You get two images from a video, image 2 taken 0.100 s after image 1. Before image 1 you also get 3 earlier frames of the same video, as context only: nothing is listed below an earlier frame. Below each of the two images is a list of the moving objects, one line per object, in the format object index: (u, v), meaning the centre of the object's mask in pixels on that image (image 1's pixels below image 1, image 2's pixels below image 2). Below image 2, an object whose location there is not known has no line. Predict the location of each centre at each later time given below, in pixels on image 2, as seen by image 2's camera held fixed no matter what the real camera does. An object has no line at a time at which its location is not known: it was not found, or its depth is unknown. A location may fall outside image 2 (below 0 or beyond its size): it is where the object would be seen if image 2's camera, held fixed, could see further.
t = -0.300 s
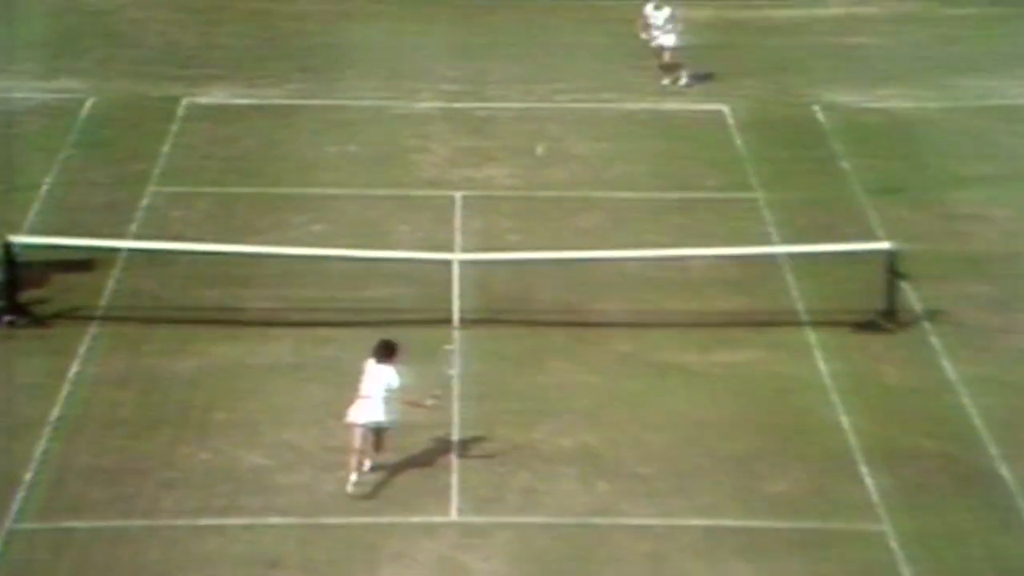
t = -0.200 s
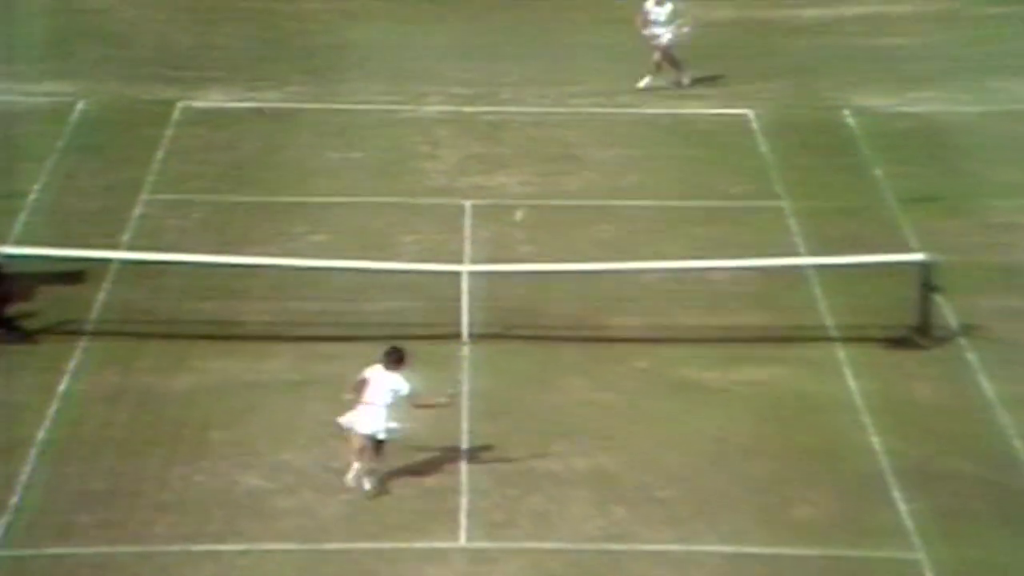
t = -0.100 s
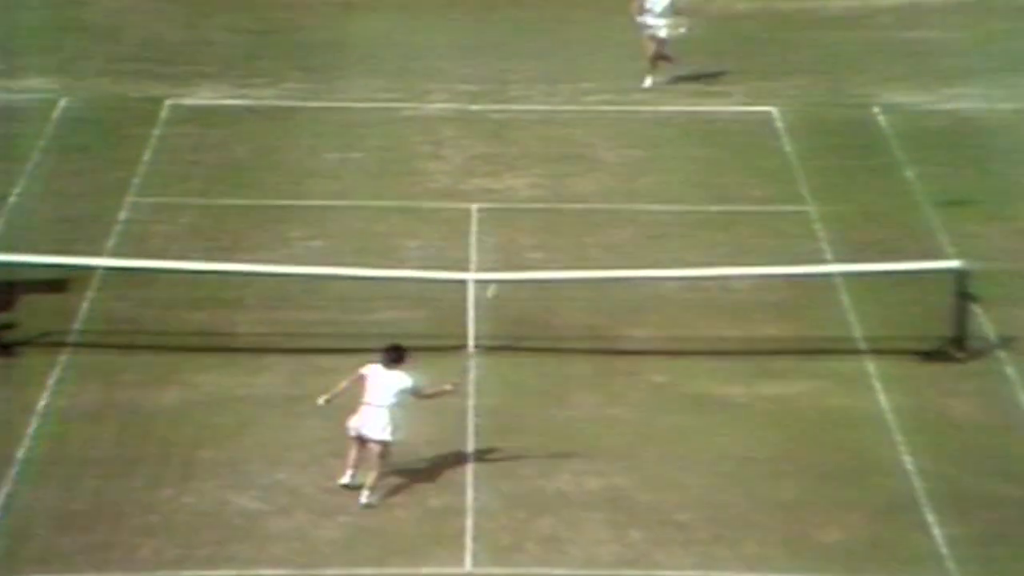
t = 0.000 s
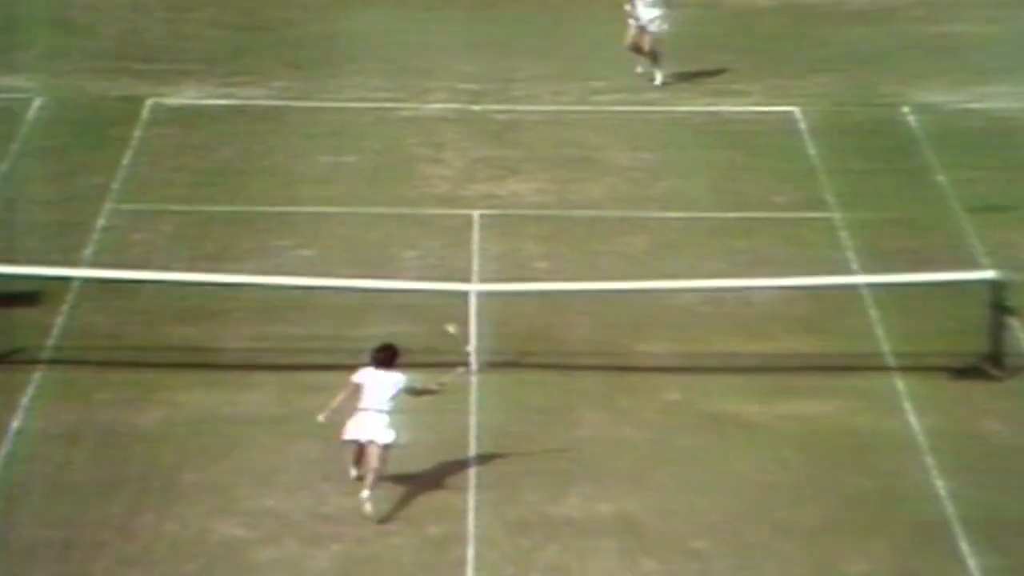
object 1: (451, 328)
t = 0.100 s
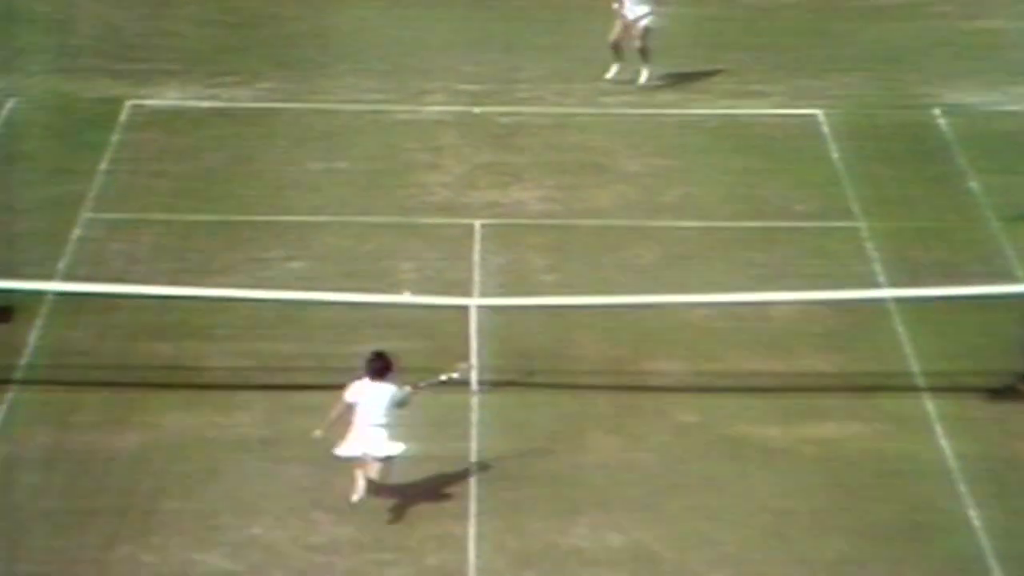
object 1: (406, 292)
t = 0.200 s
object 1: (369, 262)
